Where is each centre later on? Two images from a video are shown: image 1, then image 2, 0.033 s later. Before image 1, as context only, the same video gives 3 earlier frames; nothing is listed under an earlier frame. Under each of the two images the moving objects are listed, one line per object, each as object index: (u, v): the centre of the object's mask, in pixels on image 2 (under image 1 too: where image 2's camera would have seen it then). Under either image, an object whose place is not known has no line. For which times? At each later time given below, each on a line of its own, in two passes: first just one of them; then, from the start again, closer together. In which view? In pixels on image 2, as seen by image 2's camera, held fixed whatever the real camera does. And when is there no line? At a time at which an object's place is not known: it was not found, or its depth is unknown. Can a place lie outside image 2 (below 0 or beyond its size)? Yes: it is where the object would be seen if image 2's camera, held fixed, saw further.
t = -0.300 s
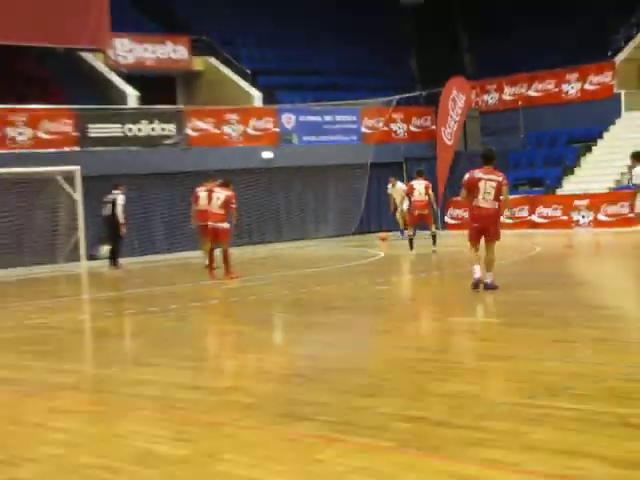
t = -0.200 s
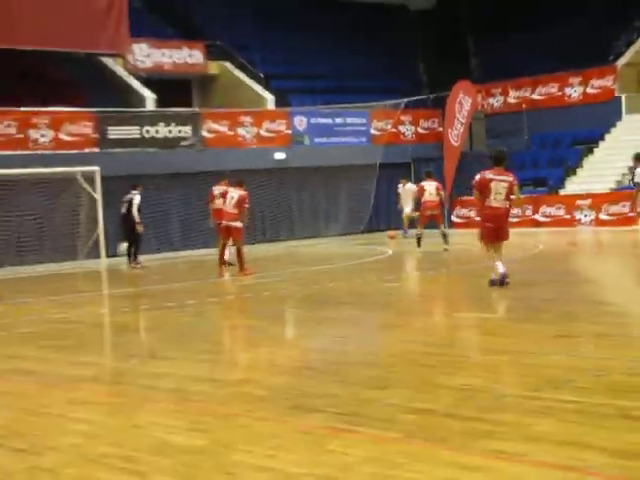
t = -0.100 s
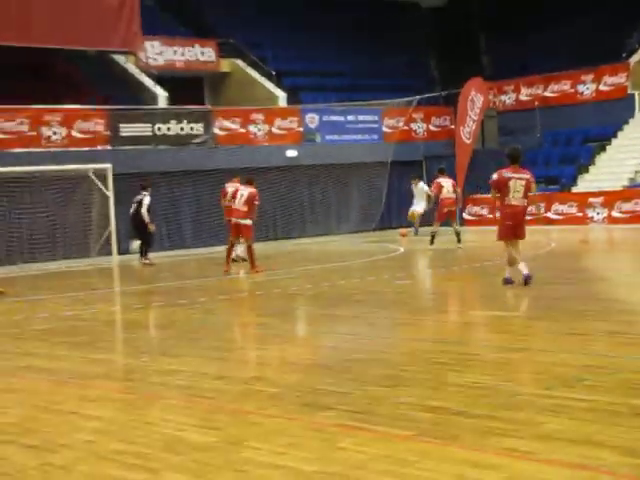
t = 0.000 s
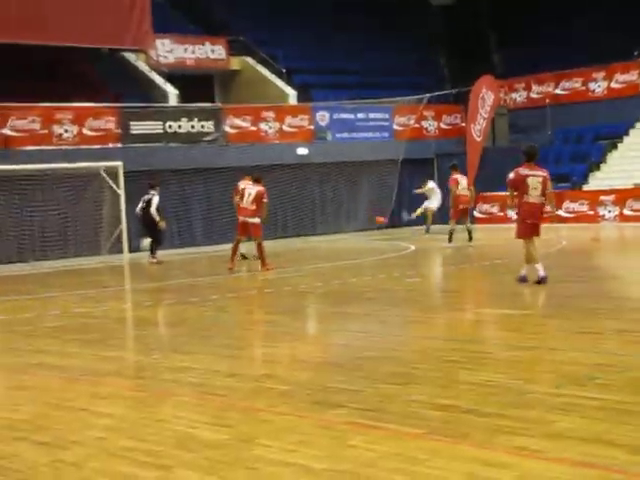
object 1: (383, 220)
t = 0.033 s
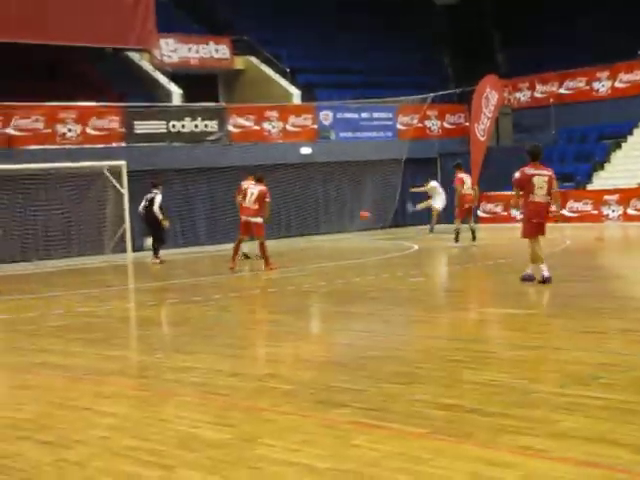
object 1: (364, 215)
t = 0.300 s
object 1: (204, 185)
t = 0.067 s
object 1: (346, 210)
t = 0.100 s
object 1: (326, 205)
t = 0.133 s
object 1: (307, 202)
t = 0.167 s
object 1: (287, 198)
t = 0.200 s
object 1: (270, 196)
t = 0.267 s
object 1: (225, 188)
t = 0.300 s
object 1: (204, 185)
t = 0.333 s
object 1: (184, 183)
